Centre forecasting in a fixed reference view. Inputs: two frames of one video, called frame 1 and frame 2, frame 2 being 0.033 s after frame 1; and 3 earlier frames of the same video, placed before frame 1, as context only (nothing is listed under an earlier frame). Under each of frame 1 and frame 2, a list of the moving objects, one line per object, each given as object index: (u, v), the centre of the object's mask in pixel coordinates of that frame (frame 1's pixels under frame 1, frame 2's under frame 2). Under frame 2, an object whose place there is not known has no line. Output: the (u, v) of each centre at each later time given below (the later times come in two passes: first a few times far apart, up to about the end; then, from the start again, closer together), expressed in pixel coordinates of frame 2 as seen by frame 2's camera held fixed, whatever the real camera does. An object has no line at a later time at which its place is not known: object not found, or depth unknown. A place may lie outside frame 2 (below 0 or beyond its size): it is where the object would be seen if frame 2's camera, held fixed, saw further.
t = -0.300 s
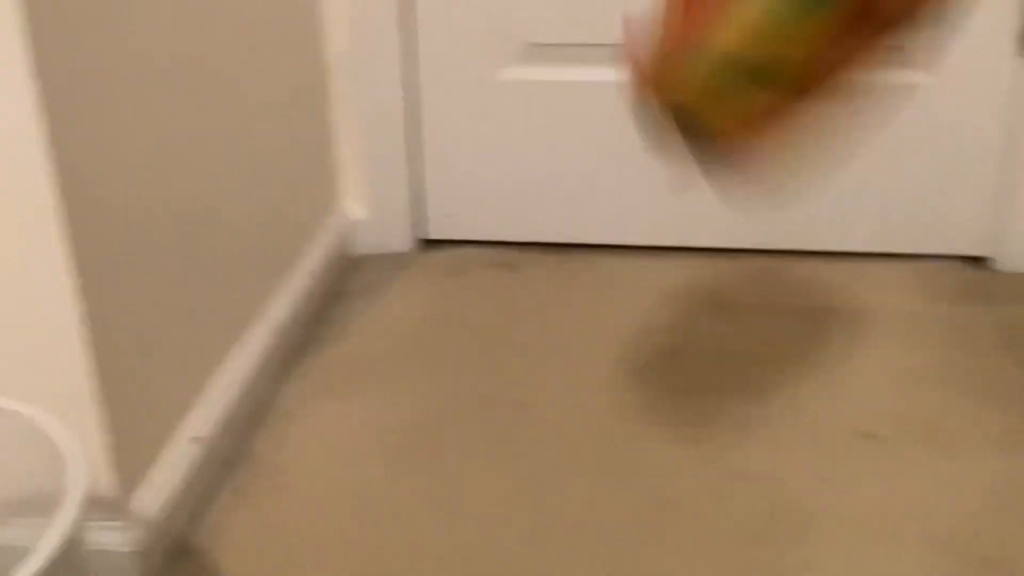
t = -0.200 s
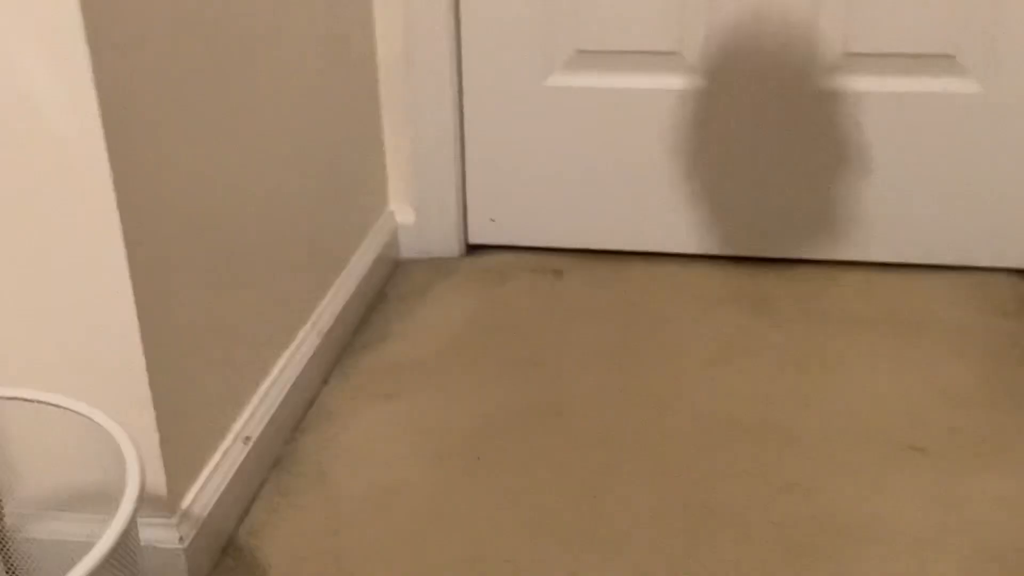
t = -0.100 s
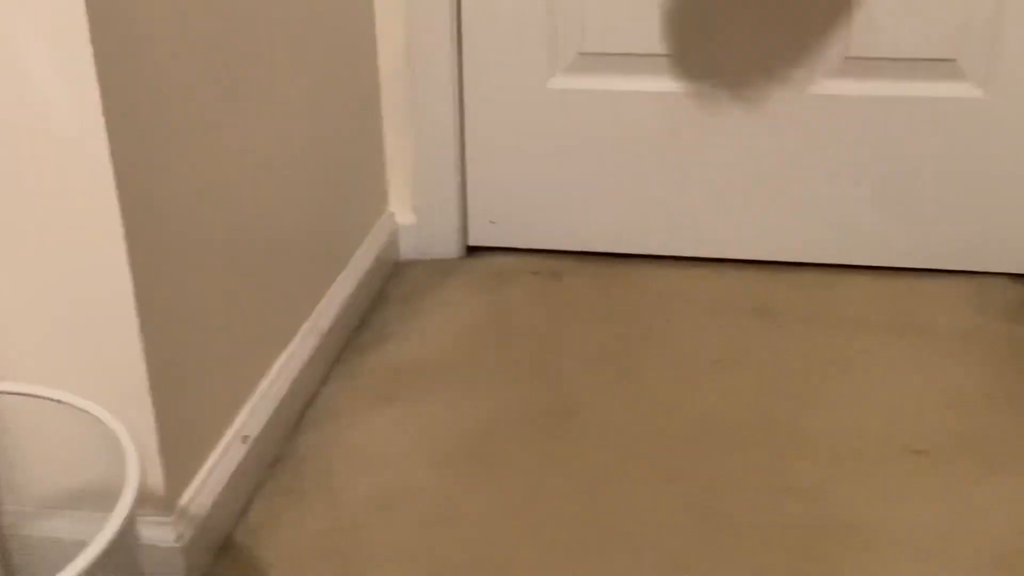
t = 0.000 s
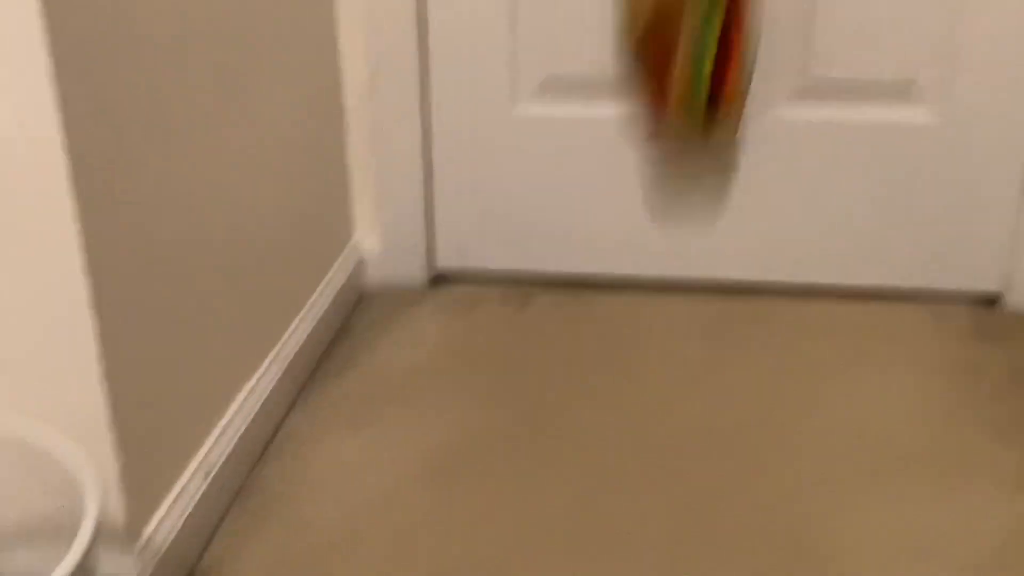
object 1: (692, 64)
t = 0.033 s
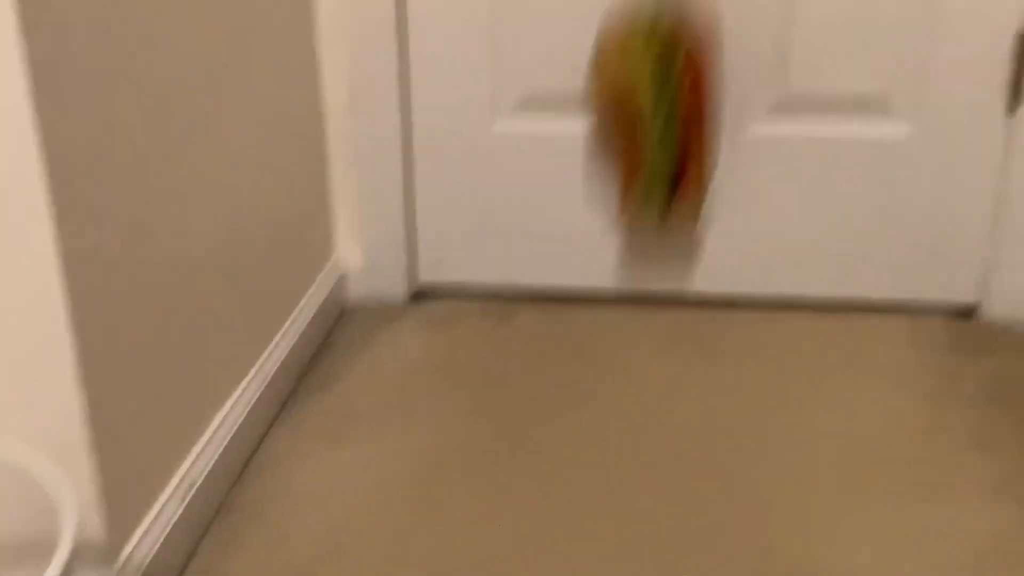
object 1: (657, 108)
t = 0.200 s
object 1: (594, 350)
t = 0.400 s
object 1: (473, 418)
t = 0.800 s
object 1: (327, 447)
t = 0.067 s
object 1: (646, 172)
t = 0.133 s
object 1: (621, 346)
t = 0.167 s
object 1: (608, 371)
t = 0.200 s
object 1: (594, 350)
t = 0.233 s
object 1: (576, 339)
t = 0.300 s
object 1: (537, 339)
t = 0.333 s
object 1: (513, 363)
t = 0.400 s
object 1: (473, 418)
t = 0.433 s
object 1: (461, 434)
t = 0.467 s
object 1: (451, 428)
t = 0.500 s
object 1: (429, 423)
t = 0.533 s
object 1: (414, 421)
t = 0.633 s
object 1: (376, 444)
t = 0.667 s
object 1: (366, 452)
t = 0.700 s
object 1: (356, 450)
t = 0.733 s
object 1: (348, 446)
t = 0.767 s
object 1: (336, 446)
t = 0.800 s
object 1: (327, 447)
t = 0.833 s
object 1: (319, 449)
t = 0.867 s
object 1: (312, 453)
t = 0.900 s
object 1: (306, 456)
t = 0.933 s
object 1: (303, 457)
